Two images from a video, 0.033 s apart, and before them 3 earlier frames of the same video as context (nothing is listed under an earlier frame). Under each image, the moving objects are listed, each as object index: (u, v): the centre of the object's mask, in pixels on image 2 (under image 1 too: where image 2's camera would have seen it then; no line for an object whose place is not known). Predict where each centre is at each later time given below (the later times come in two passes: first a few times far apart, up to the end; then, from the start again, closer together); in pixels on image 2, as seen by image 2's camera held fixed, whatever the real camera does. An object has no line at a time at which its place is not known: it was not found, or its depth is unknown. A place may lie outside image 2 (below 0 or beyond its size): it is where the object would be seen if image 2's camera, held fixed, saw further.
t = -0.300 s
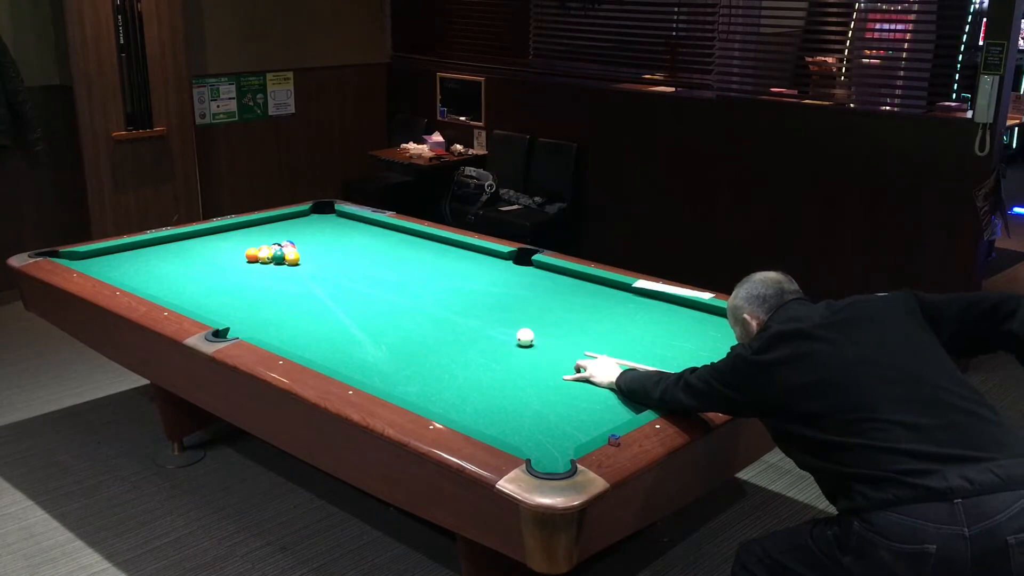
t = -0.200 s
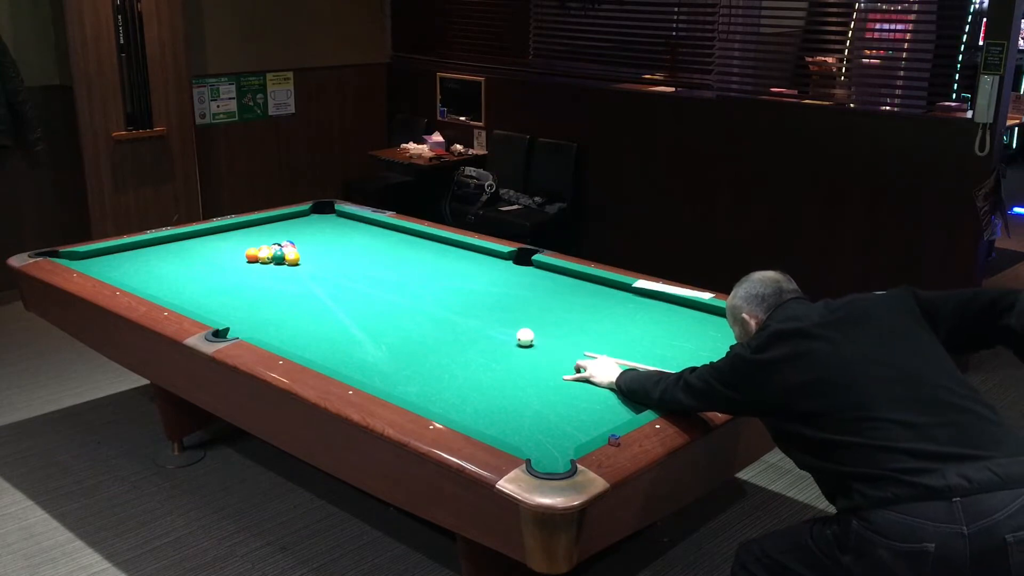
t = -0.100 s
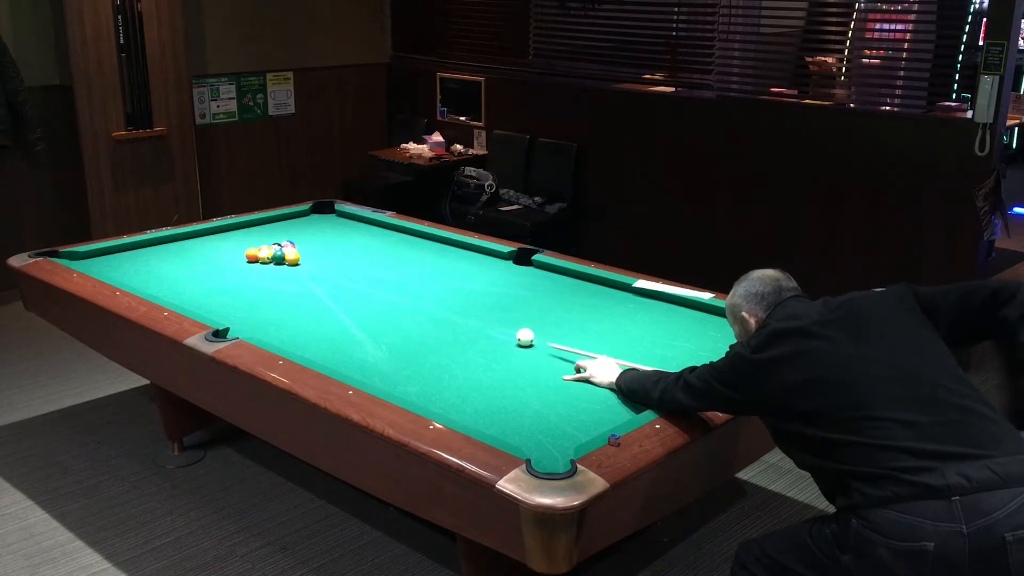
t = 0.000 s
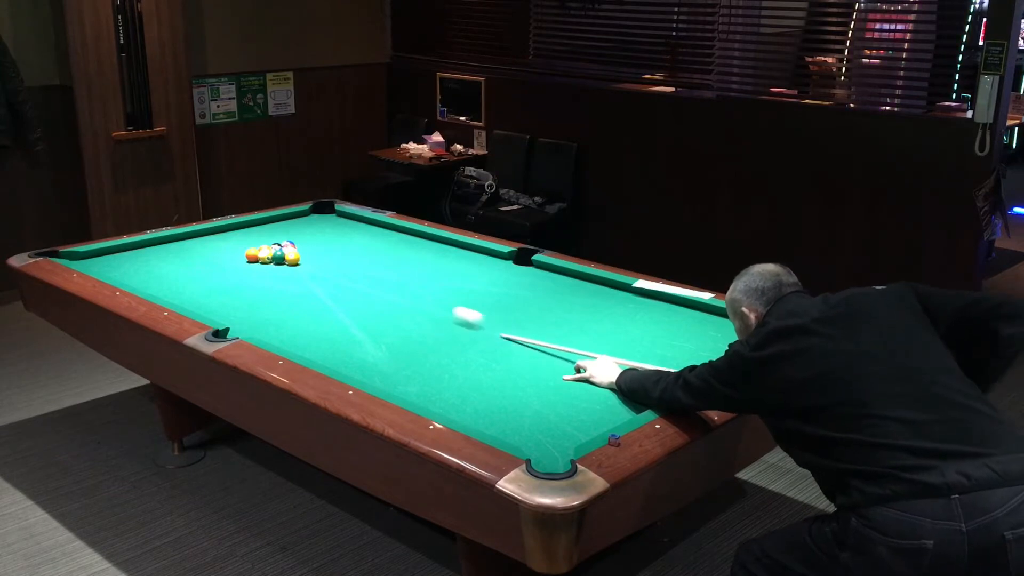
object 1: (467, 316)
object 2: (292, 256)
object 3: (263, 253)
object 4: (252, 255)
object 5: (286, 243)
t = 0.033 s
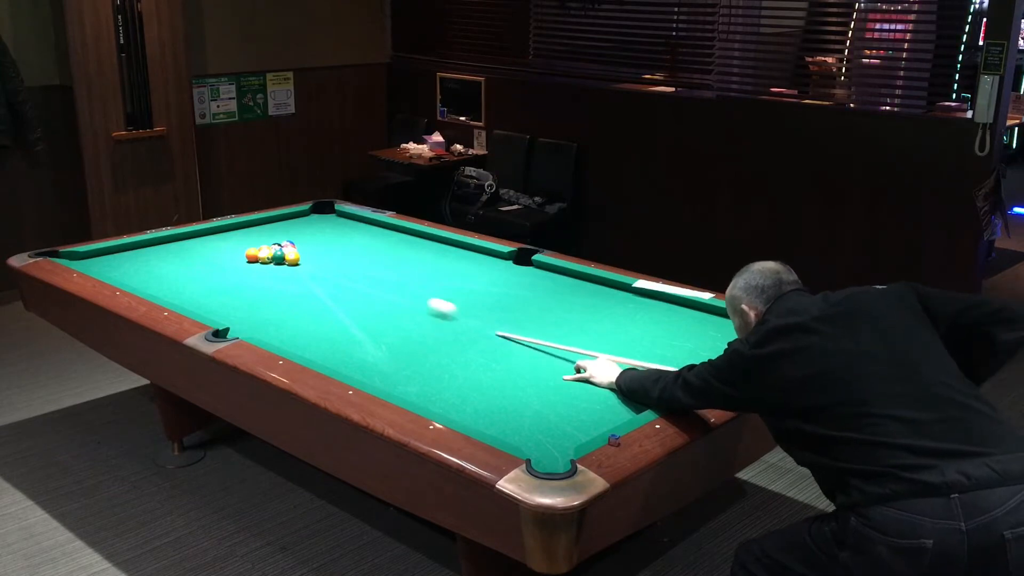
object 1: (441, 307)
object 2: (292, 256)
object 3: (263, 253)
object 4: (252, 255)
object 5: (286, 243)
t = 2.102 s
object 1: (406, 255)
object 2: (377, 281)
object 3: (193, 272)
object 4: (184, 288)
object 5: (390, 234)
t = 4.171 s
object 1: (439, 251)
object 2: (416, 291)
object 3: (173, 276)
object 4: (246, 300)
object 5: (434, 266)
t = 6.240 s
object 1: (438, 251)
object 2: (416, 291)
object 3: (173, 276)
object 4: (246, 300)
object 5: (452, 277)
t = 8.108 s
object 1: (438, 251)
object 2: (416, 291)
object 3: (174, 276)
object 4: (246, 300)
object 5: (452, 277)
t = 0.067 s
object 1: (417, 299)
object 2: (292, 256)
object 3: (263, 253)
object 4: (252, 255)
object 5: (286, 243)
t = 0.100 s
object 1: (395, 291)
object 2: (292, 256)
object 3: (263, 253)
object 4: (252, 255)
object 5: (286, 243)
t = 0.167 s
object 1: (354, 277)
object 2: (292, 256)
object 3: (263, 253)
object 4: (252, 255)
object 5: (286, 243)
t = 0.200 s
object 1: (336, 271)
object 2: (292, 257)
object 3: (263, 253)
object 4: (252, 255)
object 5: (286, 243)
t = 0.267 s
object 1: (305, 261)
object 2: (291, 256)
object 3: (263, 253)
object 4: (251, 254)
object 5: (286, 243)
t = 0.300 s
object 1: (307, 260)
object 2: (293, 256)
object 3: (262, 254)
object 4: (240, 253)
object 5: (285, 241)
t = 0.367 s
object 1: (315, 261)
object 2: (297, 257)
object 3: (260, 257)
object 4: (216, 252)
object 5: (285, 239)
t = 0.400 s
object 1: (318, 261)
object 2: (299, 257)
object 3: (258, 257)
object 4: (205, 251)
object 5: (284, 237)
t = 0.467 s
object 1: (323, 261)
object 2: (302, 258)
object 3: (255, 259)
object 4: (185, 250)
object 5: (283, 232)
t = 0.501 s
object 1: (326, 261)
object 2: (304, 258)
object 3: (253, 259)
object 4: (176, 250)
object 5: (282, 230)
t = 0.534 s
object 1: (328, 261)
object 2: (305, 259)
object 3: (252, 259)
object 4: (166, 249)
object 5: (281, 228)
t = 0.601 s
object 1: (332, 260)
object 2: (308, 259)
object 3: (249, 260)
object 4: (148, 248)
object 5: (280, 224)
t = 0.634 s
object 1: (335, 260)
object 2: (312, 263)
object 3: (247, 260)
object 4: (138, 247)
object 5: (279, 223)
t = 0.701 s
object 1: (339, 260)
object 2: (315, 264)
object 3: (244, 260)
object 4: (126, 248)
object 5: (278, 219)
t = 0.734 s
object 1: (341, 260)
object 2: (317, 264)
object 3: (242, 261)
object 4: (126, 249)
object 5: (280, 218)
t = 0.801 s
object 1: (345, 260)
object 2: (320, 266)
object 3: (239, 262)
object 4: (125, 252)
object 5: (288, 219)
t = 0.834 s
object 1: (346, 259)
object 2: (322, 266)
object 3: (238, 262)
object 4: (125, 253)
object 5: (292, 219)
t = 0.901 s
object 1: (350, 259)
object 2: (325, 267)
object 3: (235, 263)
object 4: (124, 256)
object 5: (300, 219)
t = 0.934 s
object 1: (353, 259)
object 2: (327, 267)
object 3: (233, 263)
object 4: (124, 257)
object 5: (305, 220)
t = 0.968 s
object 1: (355, 259)
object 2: (328, 268)
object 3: (232, 263)
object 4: (123, 259)
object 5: (308, 220)
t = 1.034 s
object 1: (358, 259)
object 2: (331, 269)
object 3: (229, 264)
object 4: (123, 261)
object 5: (316, 220)
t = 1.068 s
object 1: (360, 259)
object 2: (333, 269)
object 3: (228, 264)
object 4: (122, 263)
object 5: (320, 221)
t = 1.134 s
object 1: (364, 258)
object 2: (336, 270)
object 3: (225, 264)
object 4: (121, 265)
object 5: (328, 221)
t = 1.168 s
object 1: (365, 258)
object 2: (338, 270)
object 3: (223, 265)
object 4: (121, 267)
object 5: (331, 221)
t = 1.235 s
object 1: (369, 258)
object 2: (341, 271)
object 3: (221, 265)
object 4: (120, 270)
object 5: (339, 221)
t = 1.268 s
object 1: (371, 258)
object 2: (342, 272)
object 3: (220, 266)
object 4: (120, 271)
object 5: (343, 221)
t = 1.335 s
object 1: (374, 258)
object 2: (345, 273)
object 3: (217, 266)
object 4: (119, 273)
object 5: (350, 222)
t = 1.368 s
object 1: (376, 258)
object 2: (347, 273)
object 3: (216, 267)
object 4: (119, 274)
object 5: (354, 222)
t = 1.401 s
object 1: (377, 257)
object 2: (349, 273)
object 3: (215, 267)
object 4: (119, 275)
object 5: (358, 222)
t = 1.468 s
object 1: (380, 257)
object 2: (351, 274)
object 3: (212, 267)
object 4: (121, 276)
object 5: (365, 223)
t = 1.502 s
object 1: (382, 257)
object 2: (353, 274)
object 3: (211, 268)
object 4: (125, 277)
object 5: (369, 223)
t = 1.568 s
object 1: (385, 257)
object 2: (356, 276)
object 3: (209, 268)
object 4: (132, 279)
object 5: (375, 224)
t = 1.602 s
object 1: (387, 257)
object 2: (357, 276)
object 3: (208, 269)
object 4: (135, 280)
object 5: (376, 224)
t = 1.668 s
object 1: (389, 256)
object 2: (360, 277)
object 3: (206, 269)
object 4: (141, 281)
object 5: (378, 225)
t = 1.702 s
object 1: (391, 256)
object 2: (361, 277)
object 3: (204, 269)
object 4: (145, 282)
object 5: (379, 226)
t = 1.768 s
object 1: (393, 256)
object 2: (364, 278)
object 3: (202, 270)
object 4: (152, 283)
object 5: (381, 227)
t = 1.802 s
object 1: (395, 256)
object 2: (366, 278)
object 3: (201, 270)
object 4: (155, 283)
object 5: (382, 228)
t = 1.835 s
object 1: (396, 256)
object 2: (367, 278)
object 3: (200, 270)
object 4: (158, 284)
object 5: (383, 228)
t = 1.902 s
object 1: (398, 255)
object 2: (369, 279)
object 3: (199, 271)
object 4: (165, 285)
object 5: (384, 230)
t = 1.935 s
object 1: (400, 255)
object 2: (371, 279)
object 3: (198, 271)
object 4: (168, 285)
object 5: (385, 230)
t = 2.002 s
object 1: (402, 255)
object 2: (373, 280)
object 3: (196, 271)
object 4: (175, 286)
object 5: (387, 232)
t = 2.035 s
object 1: (404, 255)
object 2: (374, 280)
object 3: (195, 271)
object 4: (178, 287)
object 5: (388, 232)
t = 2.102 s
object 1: (406, 255)
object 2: (377, 281)
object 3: (193, 272)
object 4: (184, 288)
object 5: (390, 234)
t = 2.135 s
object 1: (407, 255)
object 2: (378, 281)
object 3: (193, 272)
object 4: (188, 288)
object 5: (391, 234)
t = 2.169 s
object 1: (408, 255)
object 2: (379, 282)
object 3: (192, 272)
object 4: (191, 289)
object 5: (392, 235)
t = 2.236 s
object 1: (410, 255)
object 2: (381, 282)
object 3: (190, 273)
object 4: (197, 290)
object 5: (393, 236)
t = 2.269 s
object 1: (411, 254)
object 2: (382, 282)
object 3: (189, 273)
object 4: (200, 290)
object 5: (394, 237)
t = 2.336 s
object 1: (413, 254)
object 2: (385, 283)
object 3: (188, 273)
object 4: (206, 291)
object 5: (396, 238)
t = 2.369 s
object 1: (414, 254)
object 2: (386, 283)
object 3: (187, 273)
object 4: (209, 291)
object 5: (397, 238)
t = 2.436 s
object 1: (416, 254)
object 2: (388, 284)
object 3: (186, 274)
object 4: (216, 292)
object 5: (398, 239)
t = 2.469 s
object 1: (417, 254)
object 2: (389, 284)
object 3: (185, 274)
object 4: (219, 292)
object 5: (399, 240)
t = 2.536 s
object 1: (419, 254)
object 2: (391, 285)
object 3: (184, 274)
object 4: (225, 293)
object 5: (401, 242)
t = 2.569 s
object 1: (420, 254)
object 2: (392, 285)
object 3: (183, 274)
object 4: (228, 294)
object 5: (402, 242)
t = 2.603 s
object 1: (421, 254)
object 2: (393, 285)
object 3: (183, 274)
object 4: (230, 295)
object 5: (403, 243)
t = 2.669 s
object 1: (422, 253)
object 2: (395, 286)
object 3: (181, 274)
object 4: (233, 295)
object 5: (404, 244)
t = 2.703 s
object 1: (423, 253)
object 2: (396, 286)
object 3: (181, 274)
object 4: (234, 295)
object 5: (405, 245)
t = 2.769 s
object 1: (424, 253)
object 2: (398, 286)
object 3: (180, 275)
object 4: (235, 296)
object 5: (407, 246)
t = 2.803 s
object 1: (425, 253)
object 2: (398, 286)
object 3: (179, 275)
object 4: (235, 296)
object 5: (408, 246)
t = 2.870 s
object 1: (426, 253)
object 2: (400, 287)
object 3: (179, 275)
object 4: (236, 297)
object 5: (409, 247)
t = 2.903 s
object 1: (427, 253)
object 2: (401, 287)
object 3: (178, 275)
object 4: (237, 297)
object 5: (410, 248)
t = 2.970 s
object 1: (428, 253)
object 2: (402, 287)
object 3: (177, 275)
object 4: (238, 297)
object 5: (412, 249)
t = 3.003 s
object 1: (429, 253)
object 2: (403, 288)
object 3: (177, 276)
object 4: (238, 297)
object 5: (413, 250)
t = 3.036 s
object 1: (429, 253)
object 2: (404, 288)
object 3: (176, 276)
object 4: (238, 298)
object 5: (414, 250)
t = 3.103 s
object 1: (430, 252)
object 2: (405, 288)
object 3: (176, 276)
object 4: (239, 298)
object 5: (415, 251)
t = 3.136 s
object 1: (431, 252)
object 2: (406, 288)
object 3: (176, 276)
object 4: (240, 298)
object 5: (416, 252)
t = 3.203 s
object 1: (432, 252)
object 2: (407, 289)
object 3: (175, 276)
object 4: (240, 298)
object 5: (417, 253)
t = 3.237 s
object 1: (432, 252)
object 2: (408, 289)
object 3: (175, 276)
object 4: (241, 298)
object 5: (418, 253)
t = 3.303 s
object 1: (433, 252)
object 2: (409, 289)
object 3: (175, 276)
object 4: (242, 299)
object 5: (419, 254)
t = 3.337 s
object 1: (434, 252)
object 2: (409, 289)
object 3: (174, 277)
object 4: (242, 299)
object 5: (420, 255)
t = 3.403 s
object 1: (435, 252)
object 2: (410, 290)
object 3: (174, 276)
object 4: (242, 299)
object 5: (421, 256)
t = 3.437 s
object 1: (435, 252)
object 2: (411, 290)
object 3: (174, 276)
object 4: (243, 299)
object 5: (422, 256)
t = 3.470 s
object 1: (435, 252)
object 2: (411, 290)
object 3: (174, 276)
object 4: (243, 299)
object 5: (422, 257)
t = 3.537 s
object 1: (436, 252)
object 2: (412, 290)
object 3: (174, 277)
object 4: (243, 299)
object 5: (423, 258)
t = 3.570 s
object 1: (436, 252)
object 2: (412, 290)
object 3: (173, 277)
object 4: (244, 299)
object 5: (424, 258)
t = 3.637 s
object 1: (437, 251)
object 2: (413, 290)
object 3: (173, 277)
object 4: (244, 299)
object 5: (425, 259)
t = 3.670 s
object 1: (437, 251)
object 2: (414, 290)
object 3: (173, 277)
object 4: (245, 300)
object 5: (426, 260)
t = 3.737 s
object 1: (437, 252)
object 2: (414, 290)
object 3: (173, 277)
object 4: (245, 300)
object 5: (427, 261)
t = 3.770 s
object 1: (437, 251)
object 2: (415, 290)
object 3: (174, 276)
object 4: (245, 300)
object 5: (428, 261)
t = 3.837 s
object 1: (438, 251)
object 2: (415, 291)
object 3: (173, 277)
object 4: (246, 300)
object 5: (429, 262)
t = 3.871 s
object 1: (438, 251)
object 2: (415, 291)
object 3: (173, 276)
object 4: (246, 300)
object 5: (429, 263)
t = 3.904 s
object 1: (438, 251)
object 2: (416, 291)
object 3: (174, 276)
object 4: (246, 300)
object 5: (430, 263)
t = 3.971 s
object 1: (439, 251)
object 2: (416, 291)
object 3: (173, 276)
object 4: (246, 300)
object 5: (431, 263)
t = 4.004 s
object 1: (439, 251)
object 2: (416, 291)
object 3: (174, 276)
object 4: (246, 300)
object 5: (432, 264)
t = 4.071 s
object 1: (439, 251)
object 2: (416, 291)
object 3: (173, 276)
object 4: (246, 300)
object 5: (433, 265)
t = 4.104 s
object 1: (439, 251)
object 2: (416, 291)
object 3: (173, 276)
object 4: (246, 300)
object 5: (433, 265)
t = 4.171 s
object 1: (439, 251)
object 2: (416, 291)
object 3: (173, 276)
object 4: (246, 300)
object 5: (434, 266)
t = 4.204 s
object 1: (438, 252)
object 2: (416, 291)
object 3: (173, 276)
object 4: (246, 300)
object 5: (435, 266)
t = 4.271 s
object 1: (439, 252)
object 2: (416, 291)
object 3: (173, 276)
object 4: (246, 300)
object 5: (435, 267)
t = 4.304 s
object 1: (439, 252)
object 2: (416, 291)
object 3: (173, 276)
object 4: (246, 300)
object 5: (436, 268)
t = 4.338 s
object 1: (438, 252)
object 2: (416, 291)
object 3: (173, 276)
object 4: (246, 300)
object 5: (436, 268)
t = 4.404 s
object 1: (438, 252)
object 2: (416, 291)
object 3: (173, 276)
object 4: (246, 300)
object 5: (437, 269)
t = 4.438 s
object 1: (439, 252)
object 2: (416, 291)
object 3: (173, 276)
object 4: (246, 300)
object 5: (438, 269)
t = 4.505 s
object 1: (438, 252)
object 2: (416, 291)
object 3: (173, 276)
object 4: (246, 300)
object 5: (439, 270)
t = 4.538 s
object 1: (438, 252)
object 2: (416, 291)
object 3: (173, 277)
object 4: (246, 300)
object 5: (439, 270)
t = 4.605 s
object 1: (439, 252)
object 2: (416, 291)
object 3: (174, 276)
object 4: (246, 300)
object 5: (440, 270)
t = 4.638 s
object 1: (438, 252)
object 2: (416, 291)
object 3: (174, 277)
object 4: (246, 300)
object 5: (440, 270)
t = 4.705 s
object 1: (438, 252)
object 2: (416, 291)
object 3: (173, 277)
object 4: (246, 300)
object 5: (441, 271)
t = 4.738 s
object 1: (438, 252)
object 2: (416, 291)
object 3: (174, 276)
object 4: (246, 300)
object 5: (441, 271)
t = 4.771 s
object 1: (438, 252)
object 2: (416, 291)
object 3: (174, 276)
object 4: (246, 300)
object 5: (442, 272)
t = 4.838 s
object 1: (438, 252)
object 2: (416, 291)
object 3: (174, 276)
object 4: (246, 300)
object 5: (442, 272)
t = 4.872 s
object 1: (438, 252)
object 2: (416, 291)
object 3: (174, 276)
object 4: (246, 300)
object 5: (443, 273)
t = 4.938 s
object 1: (438, 252)
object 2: (416, 291)
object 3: (173, 276)
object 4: (246, 300)
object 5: (444, 273)
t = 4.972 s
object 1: (438, 252)
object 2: (416, 291)
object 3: (173, 276)
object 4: (246, 300)
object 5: (444, 273)
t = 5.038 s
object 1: (438, 252)
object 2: (416, 291)
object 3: (173, 276)
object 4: (246, 300)
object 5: (445, 273)
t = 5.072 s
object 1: (438, 252)
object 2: (416, 291)
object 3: (173, 276)
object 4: (246, 300)
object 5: (445, 274)
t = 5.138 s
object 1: (438, 252)
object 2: (416, 291)
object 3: (173, 277)
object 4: (246, 300)
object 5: (446, 275)
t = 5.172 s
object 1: (438, 252)
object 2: (416, 291)
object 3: (174, 276)
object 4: (246, 300)
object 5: (446, 275)
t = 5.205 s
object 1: (438, 252)
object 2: (416, 291)
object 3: (174, 276)
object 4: (246, 300)
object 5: (446, 275)
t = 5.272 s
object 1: (438, 252)
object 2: (416, 291)
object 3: (174, 276)
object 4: (246, 300)
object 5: (447, 275)
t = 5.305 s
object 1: (438, 252)
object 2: (416, 291)
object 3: (173, 277)
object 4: (246, 300)
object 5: (447, 275)
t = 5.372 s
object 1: (438, 252)
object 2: (416, 291)
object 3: (174, 277)
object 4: (246, 300)
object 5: (448, 276)
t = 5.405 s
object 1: (438, 252)
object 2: (416, 291)
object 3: (174, 276)
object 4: (246, 300)
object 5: (448, 276)
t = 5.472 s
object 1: (438, 252)
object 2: (416, 291)
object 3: (173, 276)
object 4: (246, 300)
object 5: (448, 276)
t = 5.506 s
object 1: (438, 252)
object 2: (416, 291)
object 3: (173, 277)
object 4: (246, 300)
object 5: (449, 276)
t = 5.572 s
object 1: (438, 252)
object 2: (416, 291)
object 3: (173, 276)
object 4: (246, 300)
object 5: (449, 277)
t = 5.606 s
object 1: (438, 252)
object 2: (416, 291)
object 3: (173, 276)
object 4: (246, 300)
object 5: (449, 277)
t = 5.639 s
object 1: (438, 252)
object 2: (416, 291)
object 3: (173, 276)
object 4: (246, 300)
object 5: (450, 277)
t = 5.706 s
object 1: (438, 252)
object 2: (416, 291)
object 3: (173, 276)
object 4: (246, 300)
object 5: (450, 277)
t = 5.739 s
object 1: (438, 252)
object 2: (416, 291)
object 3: (174, 276)
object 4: (246, 300)
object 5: (450, 277)
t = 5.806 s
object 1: (438, 252)
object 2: (416, 291)
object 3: (174, 276)
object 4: (246, 300)
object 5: (450, 277)
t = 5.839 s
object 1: (438, 252)
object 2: (416, 291)
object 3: (173, 276)
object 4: (246, 300)
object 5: (451, 277)
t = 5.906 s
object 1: (438, 252)
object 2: (416, 291)
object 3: (173, 276)
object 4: (246, 300)
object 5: (451, 277)
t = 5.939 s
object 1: (438, 252)
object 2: (416, 291)
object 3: (174, 277)
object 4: (246, 300)
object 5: (451, 277)
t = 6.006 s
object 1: (438, 252)
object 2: (416, 291)
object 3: (173, 276)
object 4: (246, 300)
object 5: (451, 277)
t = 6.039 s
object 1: (438, 252)
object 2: (416, 291)
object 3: (174, 276)
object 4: (246, 300)
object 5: (451, 277)
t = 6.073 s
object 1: (438, 251)
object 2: (416, 291)
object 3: (174, 276)
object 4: (246, 300)
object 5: (451, 277)
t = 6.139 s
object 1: (438, 252)
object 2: (416, 291)
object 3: (173, 276)
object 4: (246, 300)
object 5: (451, 277)
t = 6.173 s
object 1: (438, 251)
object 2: (416, 291)
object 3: (173, 276)
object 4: (246, 300)
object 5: (451, 277)
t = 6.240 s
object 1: (438, 251)
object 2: (416, 291)
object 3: (173, 276)
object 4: (246, 300)
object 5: (452, 277)
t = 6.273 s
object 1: (438, 251)
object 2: (416, 291)
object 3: (173, 276)
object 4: (246, 300)
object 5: (452, 277)
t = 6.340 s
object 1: (438, 252)
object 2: (416, 291)
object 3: (174, 276)
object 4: (246, 300)
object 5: (452, 277)
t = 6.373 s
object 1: (438, 252)
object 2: (416, 291)
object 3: (174, 276)
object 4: (246, 300)
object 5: (452, 277)
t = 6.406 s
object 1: (438, 251)
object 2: (416, 291)
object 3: (174, 276)
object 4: (246, 300)
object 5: (452, 277)
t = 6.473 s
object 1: (438, 252)
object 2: (416, 291)
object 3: (174, 276)
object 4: (246, 300)
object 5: (452, 277)
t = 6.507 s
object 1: (438, 252)
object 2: (416, 291)
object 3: (174, 276)
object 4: (246, 300)
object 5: (452, 277)
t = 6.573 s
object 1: (438, 251)
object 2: (416, 291)
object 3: (174, 277)
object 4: (246, 300)
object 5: (452, 277)
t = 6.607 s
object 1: (438, 251)
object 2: (416, 291)
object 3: (173, 277)
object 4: (246, 300)
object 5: (452, 277)
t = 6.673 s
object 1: (438, 251)
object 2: (416, 291)
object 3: (174, 277)
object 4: (246, 300)
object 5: (452, 277)
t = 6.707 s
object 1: (438, 252)
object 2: (416, 291)
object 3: (173, 277)
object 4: (246, 300)
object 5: (452, 277)
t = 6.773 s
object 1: (438, 252)
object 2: (416, 291)
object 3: (174, 276)
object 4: (246, 300)
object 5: (452, 277)
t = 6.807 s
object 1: (438, 252)
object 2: (416, 291)
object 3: (174, 276)
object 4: (246, 300)
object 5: (452, 277)
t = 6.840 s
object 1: (438, 252)
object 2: (416, 291)
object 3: (174, 277)
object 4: (246, 300)
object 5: (452, 277)
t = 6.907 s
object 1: (438, 252)
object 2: (416, 291)
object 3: (174, 276)
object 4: (246, 300)
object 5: (452, 277)
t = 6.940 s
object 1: (438, 252)
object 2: (416, 291)
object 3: (173, 276)
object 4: (246, 300)
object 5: (452, 277)
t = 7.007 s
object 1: (438, 252)
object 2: (416, 291)
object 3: (173, 276)
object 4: (246, 300)
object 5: (452, 277)
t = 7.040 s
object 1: (438, 252)
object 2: (416, 291)
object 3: (174, 276)
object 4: (246, 300)
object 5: (452, 277)
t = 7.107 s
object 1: (438, 251)
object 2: (416, 291)
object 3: (173, 276)
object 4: (246, 300)
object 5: (452, 277)
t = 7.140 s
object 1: (438, 251)
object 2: (416, 291)
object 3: (174, 276)
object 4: (246, 300)
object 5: (452, 277)
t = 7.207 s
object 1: (438, 252)
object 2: (416, 291)
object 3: (173, 276)
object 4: (246, 300)
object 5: (452, 277)
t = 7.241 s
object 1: (438, 251)
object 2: (416, 291)
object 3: (174, 277)
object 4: (246, 300)
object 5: (452, 277)
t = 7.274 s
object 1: (438, 251)
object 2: (416, 291)
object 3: (174, 276)
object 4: (246, 300)
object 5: (452, 277)
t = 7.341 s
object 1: (438, 251)
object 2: (416, 291)
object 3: (174, 277)
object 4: (246, 300)
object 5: (452, 277)
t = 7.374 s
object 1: (438, 251)
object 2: (416, 291)
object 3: (174, 276)
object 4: (246, 300)
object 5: (452, 277)
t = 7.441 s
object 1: (438, 251)
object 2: (416, 291)
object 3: (174, 276)
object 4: (246, 300)
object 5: (452, 277)
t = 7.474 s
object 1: (438, 251)
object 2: (416, 291)
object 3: (174, 277)
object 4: (246, 300)
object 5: (452, 277)
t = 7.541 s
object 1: (438, 251)
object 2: (416, 291)
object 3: (174, 276)
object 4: (246, 300)
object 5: (452, 277)
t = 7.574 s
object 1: (438, 251)
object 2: (416, 291)
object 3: (173, 276)
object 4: (246, 300)
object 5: (452, 277)
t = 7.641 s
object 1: (438, 251)
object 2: (416, 291)
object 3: (174, 276)
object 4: (246, 300)
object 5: (452, 277)
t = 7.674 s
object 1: (438, 251)
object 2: (416, 291)
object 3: (174, 276)
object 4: (246, 300)
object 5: (452, 277)
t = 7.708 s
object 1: (438, 251)
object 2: (416, 291)
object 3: (174, 277)
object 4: (246, 300)
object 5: (452, 277)
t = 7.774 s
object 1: (438, 251)
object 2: (416, 291)
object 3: (174, 277)
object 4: (246, 300)
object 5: (452, 277)
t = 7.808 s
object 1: (438, 251)
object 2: (416, 291)
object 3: (173, 276)
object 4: (246, 300)
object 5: (452, 277)
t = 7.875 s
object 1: (438, 251)
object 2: (416, 291)
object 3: (174, 276)
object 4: (246, 300)
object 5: (452, 277)
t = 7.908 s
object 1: (438, 251)
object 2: (416, 291)
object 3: (174, 276)
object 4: (246, 300)
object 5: (452, 277)
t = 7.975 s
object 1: (438, 251)
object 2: (416, 291)
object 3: (174, 276)
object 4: (246, 300)
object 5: (452, 277)
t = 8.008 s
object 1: (438, 251)
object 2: (416, 291)
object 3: (174, 276)
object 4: (246, 300)
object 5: (452, 277)
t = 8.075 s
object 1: (438, 251)
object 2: (416, 291)
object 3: (173, 276)
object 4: (246, 300)
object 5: (452, 277)
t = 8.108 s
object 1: (438, 251)
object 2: (416, 291)
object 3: (174, 276)
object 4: (246, 300)
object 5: (452, 277)
